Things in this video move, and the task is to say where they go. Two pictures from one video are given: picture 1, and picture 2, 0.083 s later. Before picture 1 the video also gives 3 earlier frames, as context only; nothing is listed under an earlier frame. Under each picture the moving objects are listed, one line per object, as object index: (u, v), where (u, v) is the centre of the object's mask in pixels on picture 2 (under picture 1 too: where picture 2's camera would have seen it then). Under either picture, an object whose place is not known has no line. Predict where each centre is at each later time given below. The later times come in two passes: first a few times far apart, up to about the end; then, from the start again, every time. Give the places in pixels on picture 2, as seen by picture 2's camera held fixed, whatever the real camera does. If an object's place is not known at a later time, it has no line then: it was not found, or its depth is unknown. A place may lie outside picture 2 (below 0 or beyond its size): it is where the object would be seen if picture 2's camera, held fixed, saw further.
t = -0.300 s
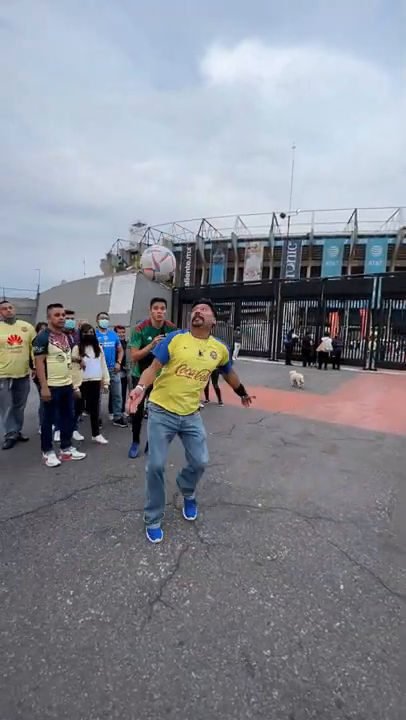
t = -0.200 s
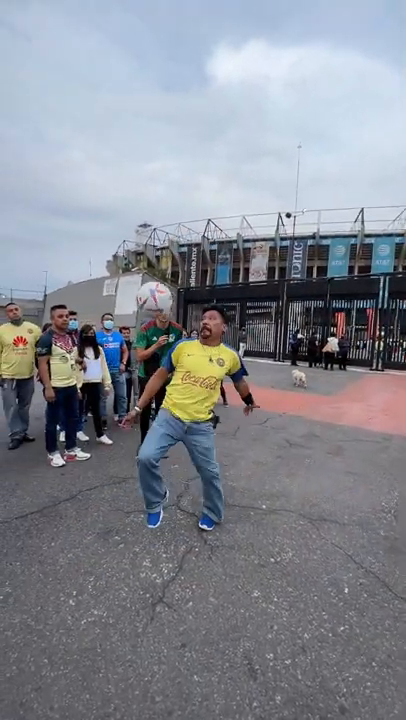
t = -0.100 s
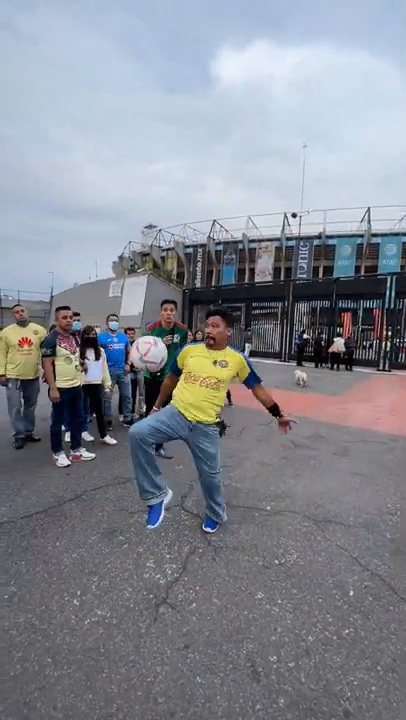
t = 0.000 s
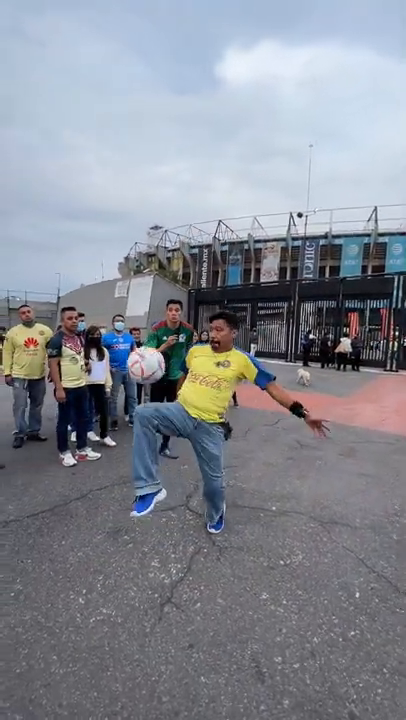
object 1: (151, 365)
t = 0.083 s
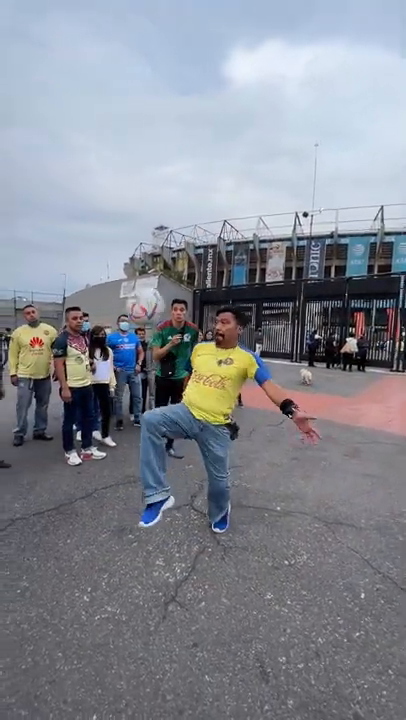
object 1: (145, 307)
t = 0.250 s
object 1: (134, 219)
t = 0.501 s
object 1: (118, 182)
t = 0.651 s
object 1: (107, 218)
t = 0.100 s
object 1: (144, 295)
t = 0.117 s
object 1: (143, 286)
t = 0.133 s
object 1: (141, 275)
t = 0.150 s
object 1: (140, 269)
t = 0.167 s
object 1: (140, 259)
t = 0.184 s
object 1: (138, 250)
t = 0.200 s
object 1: (137, 241)
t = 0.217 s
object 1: (135, 234)
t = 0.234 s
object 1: (134, 226)
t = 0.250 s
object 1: (134, 219)
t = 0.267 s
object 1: (132, 213)
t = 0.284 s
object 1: (132, 208)
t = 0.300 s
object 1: (131, 203)
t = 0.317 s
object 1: (130, 198)
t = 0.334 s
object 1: (128, 194)
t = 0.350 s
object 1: (127, 190)
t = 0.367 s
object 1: (126, 187)
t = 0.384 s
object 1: (125, 185)
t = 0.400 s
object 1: (124, 183)
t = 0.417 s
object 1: (123, 181)
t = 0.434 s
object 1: (122, 181)
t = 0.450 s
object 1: (121, 180)
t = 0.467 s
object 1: (120, 181)
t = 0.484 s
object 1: (119, 181)
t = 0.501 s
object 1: (118, 182)
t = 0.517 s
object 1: (116, 184)
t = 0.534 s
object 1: (115, 186)
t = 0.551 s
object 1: (113, 189)
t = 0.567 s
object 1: (113, 192)
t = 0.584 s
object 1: (112, 196)
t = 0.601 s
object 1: (110, 201)
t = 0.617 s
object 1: (109, 206)
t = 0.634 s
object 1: (108, 212)
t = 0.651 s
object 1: (107, 218)
